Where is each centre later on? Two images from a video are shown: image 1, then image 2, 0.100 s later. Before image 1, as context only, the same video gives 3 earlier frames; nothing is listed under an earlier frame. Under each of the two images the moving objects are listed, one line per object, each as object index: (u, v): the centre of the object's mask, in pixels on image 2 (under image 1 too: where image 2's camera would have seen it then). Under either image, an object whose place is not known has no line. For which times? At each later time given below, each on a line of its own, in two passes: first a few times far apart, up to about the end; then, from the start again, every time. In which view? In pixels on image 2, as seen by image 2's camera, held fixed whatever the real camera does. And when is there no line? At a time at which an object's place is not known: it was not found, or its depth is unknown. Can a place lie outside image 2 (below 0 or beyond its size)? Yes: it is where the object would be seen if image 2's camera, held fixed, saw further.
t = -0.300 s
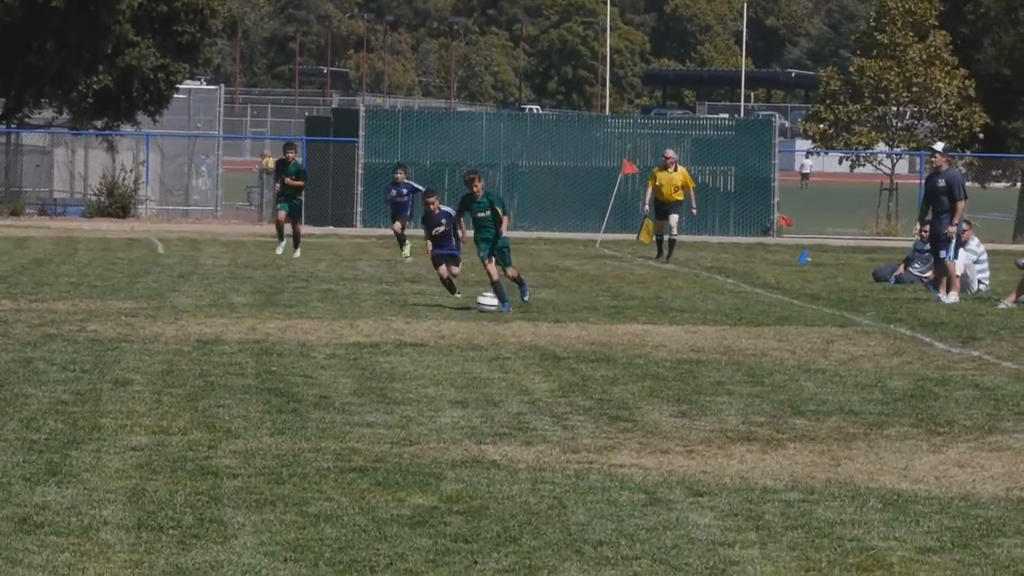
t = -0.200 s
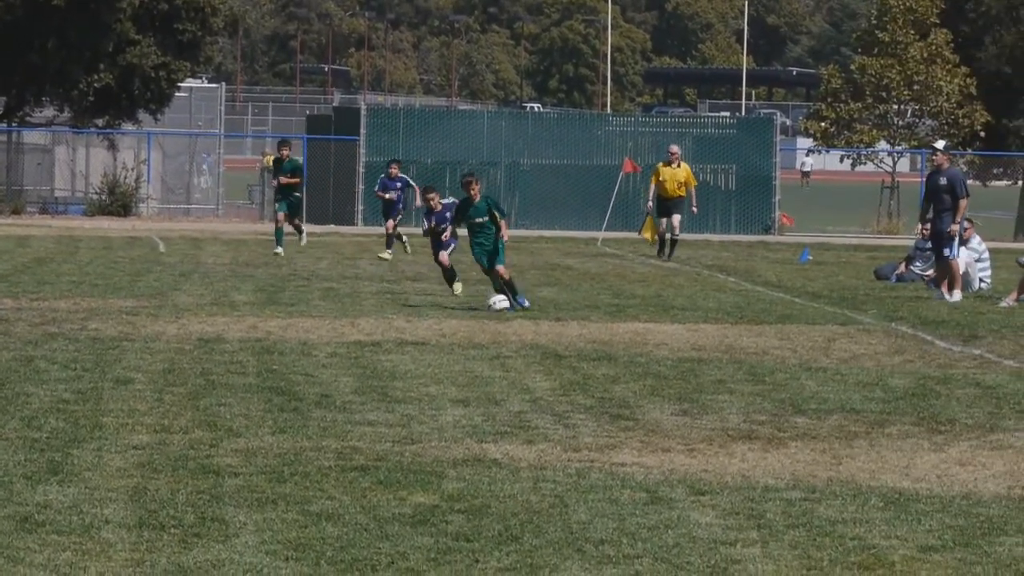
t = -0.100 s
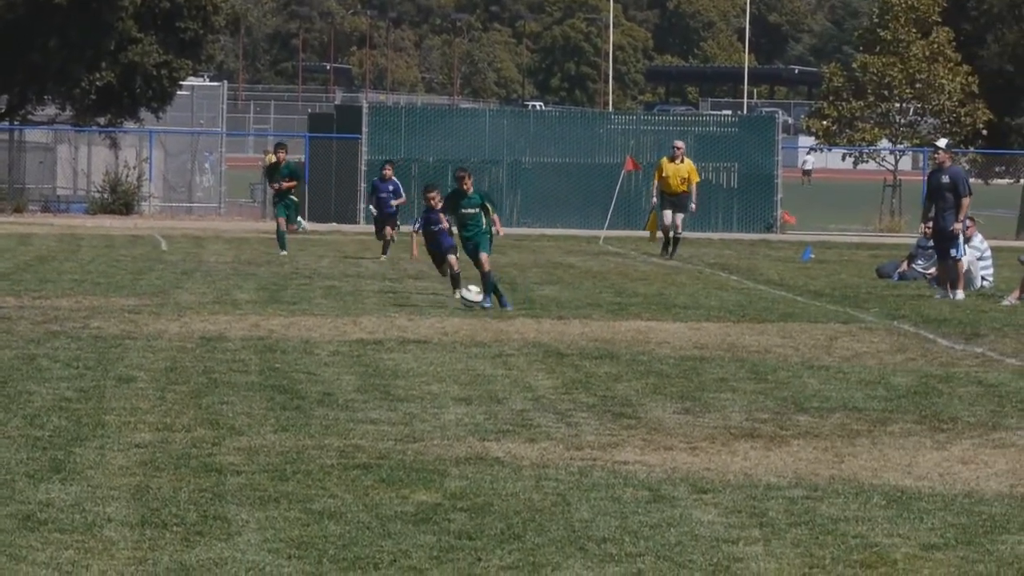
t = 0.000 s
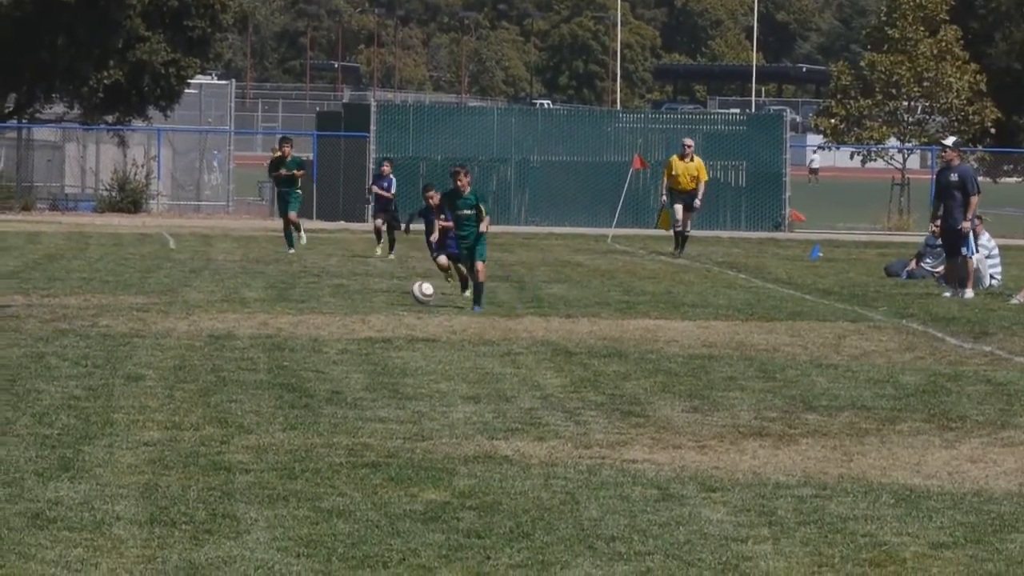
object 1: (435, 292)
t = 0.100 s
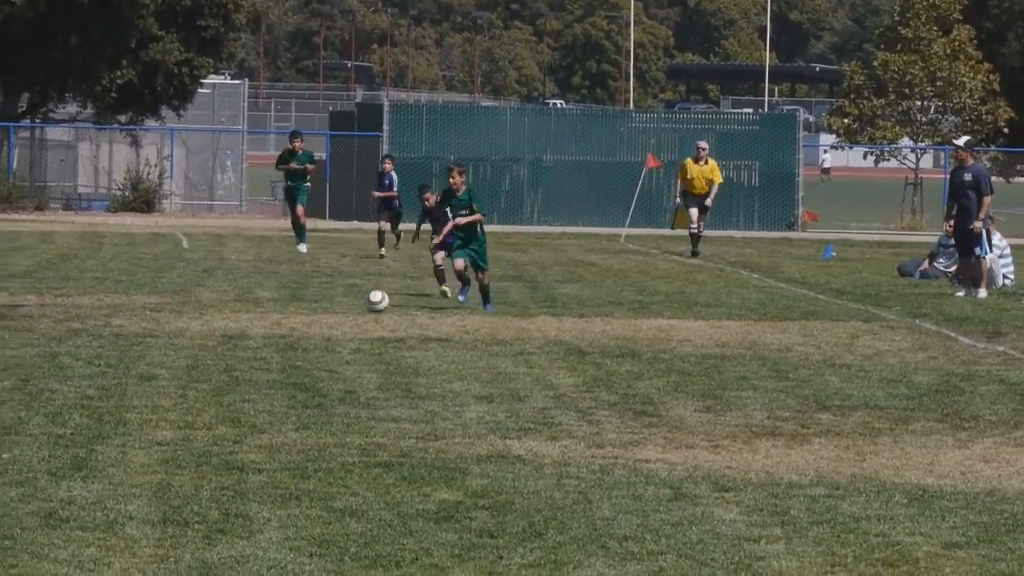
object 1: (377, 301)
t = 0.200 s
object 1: (327, 303)
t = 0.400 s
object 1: (243, 307)
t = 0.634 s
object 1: (161, 312)
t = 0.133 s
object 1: (358, 304)
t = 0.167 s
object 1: (341, 304)
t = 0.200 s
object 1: (327, 303)
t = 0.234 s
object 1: (312, 303)
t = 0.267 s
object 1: (299, 302)
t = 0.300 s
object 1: (285, 303)
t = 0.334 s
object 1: (269, 305)
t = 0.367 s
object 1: (255, 307)
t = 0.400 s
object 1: (243, 307)
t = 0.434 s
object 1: (230, 306)
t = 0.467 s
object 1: (218, 307)
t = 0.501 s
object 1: (206, 308)
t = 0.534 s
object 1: (194, 309)
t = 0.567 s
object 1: (183, 310)
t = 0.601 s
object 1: (172, 311)
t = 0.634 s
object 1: (161, 312)
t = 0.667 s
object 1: (151, 312)
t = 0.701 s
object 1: (141, 313)
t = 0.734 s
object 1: (131, 313)
